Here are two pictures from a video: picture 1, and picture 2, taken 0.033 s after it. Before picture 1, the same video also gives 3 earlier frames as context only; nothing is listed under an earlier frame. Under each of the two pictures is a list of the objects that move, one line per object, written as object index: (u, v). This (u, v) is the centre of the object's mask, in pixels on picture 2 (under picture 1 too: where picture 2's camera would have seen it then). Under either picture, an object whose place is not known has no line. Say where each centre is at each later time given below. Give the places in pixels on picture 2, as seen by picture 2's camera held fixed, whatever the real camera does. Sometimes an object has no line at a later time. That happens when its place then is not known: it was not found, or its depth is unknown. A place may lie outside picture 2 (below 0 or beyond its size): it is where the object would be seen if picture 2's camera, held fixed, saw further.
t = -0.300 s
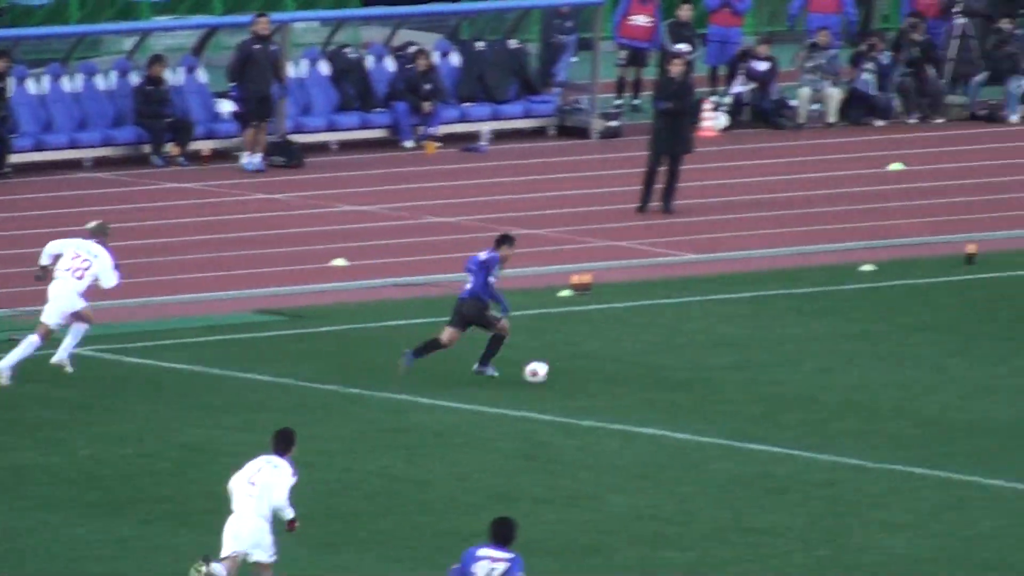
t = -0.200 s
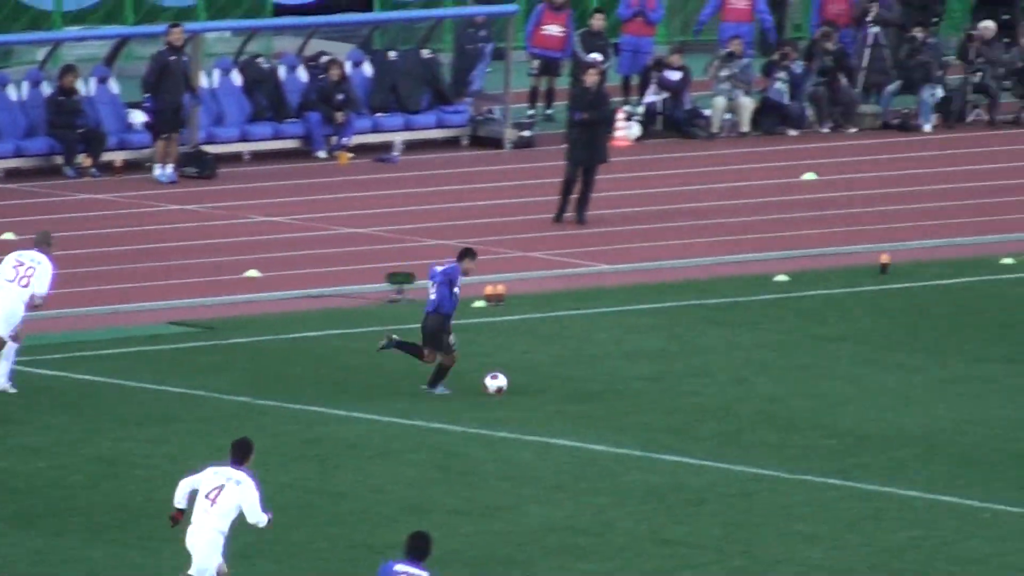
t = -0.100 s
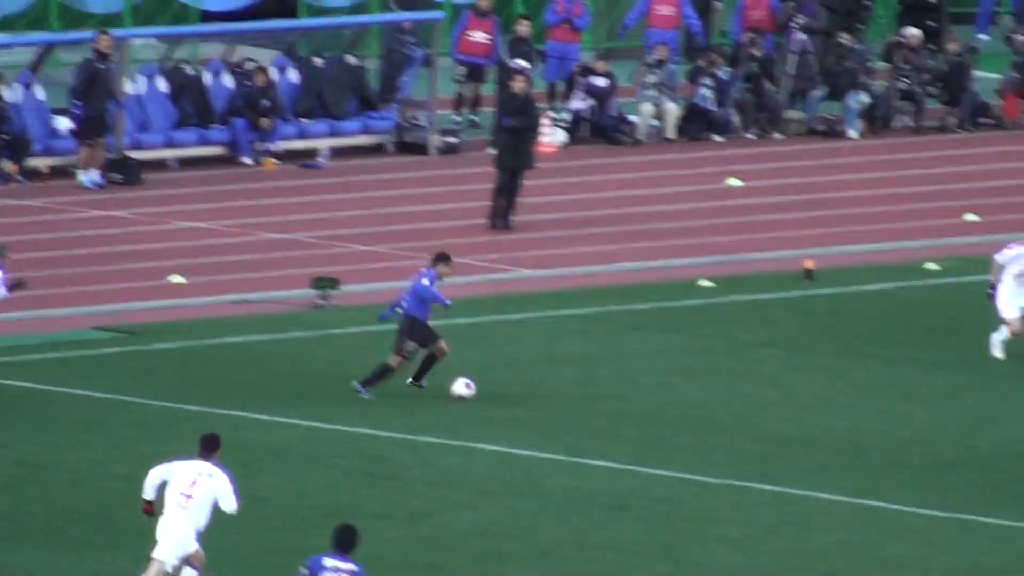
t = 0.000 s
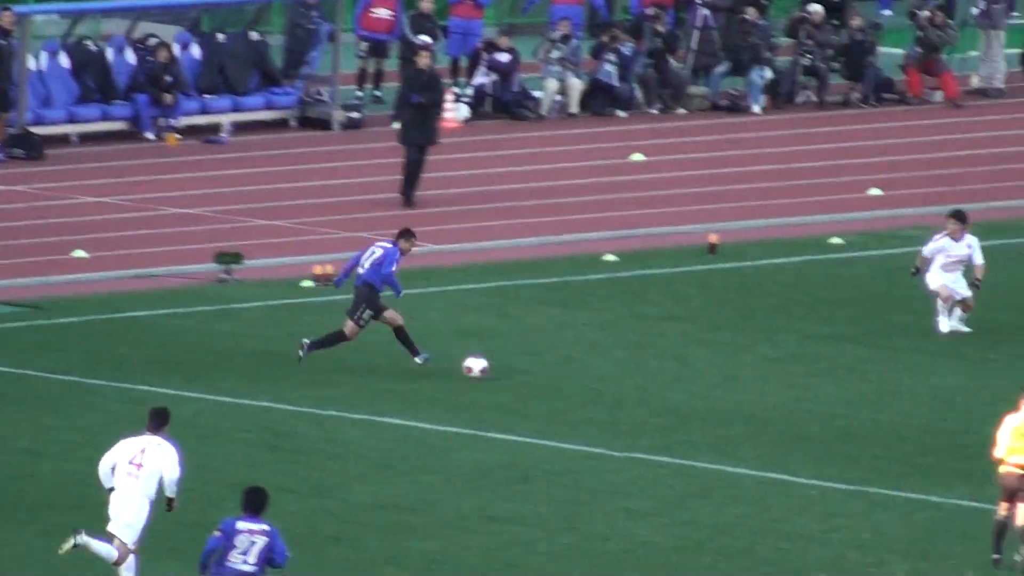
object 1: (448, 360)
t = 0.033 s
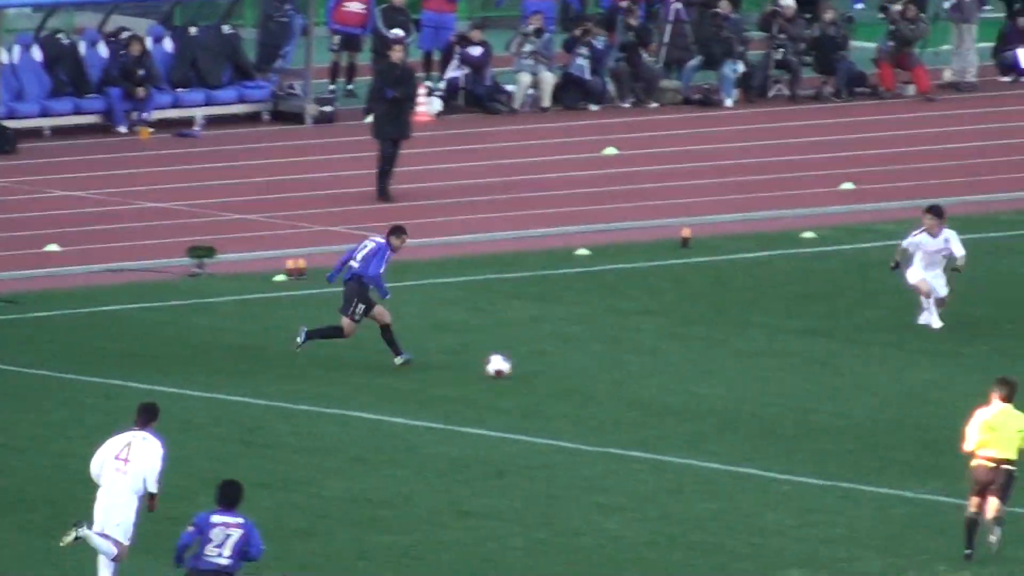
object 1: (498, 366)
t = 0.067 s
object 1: (547, 372)
